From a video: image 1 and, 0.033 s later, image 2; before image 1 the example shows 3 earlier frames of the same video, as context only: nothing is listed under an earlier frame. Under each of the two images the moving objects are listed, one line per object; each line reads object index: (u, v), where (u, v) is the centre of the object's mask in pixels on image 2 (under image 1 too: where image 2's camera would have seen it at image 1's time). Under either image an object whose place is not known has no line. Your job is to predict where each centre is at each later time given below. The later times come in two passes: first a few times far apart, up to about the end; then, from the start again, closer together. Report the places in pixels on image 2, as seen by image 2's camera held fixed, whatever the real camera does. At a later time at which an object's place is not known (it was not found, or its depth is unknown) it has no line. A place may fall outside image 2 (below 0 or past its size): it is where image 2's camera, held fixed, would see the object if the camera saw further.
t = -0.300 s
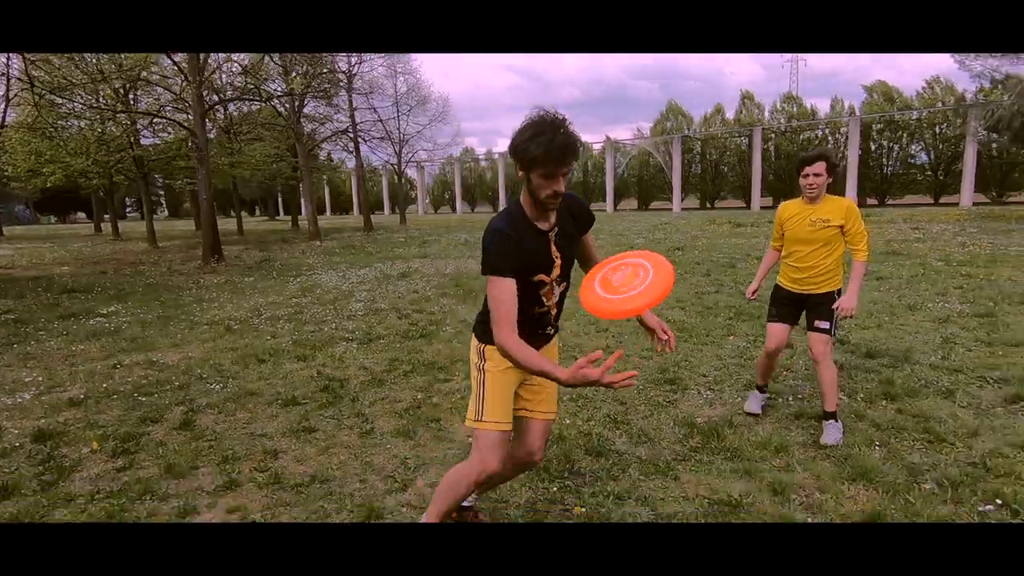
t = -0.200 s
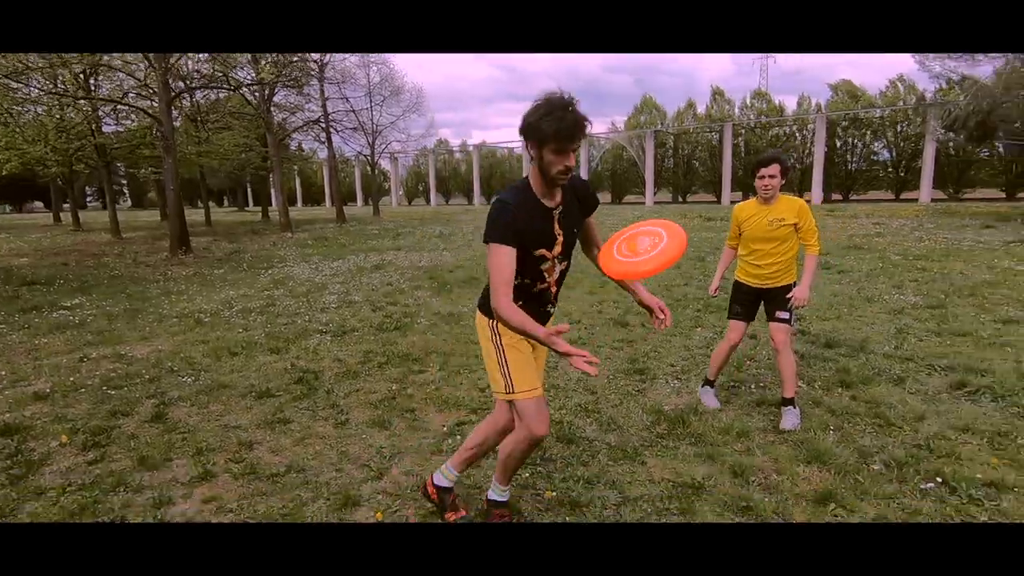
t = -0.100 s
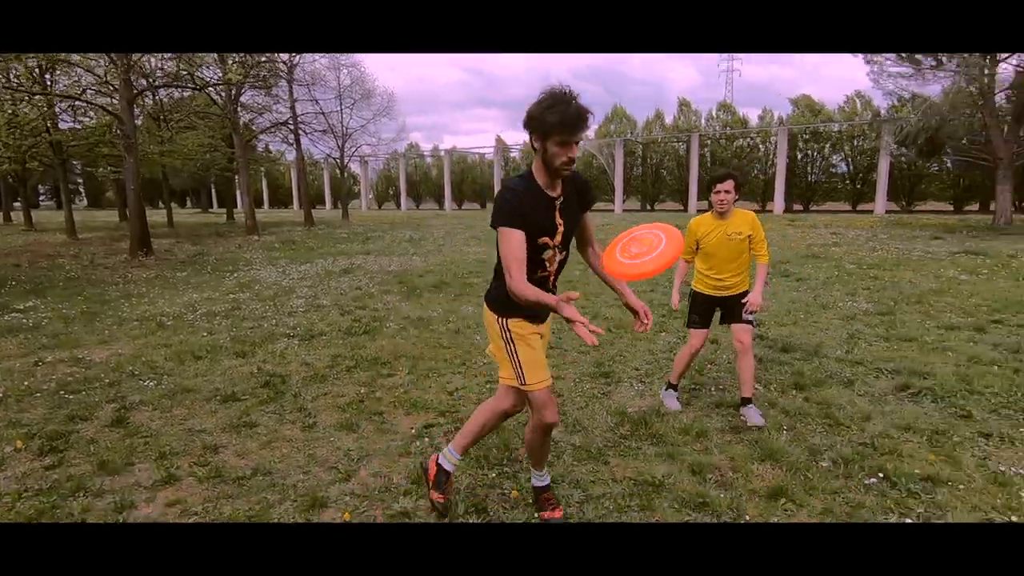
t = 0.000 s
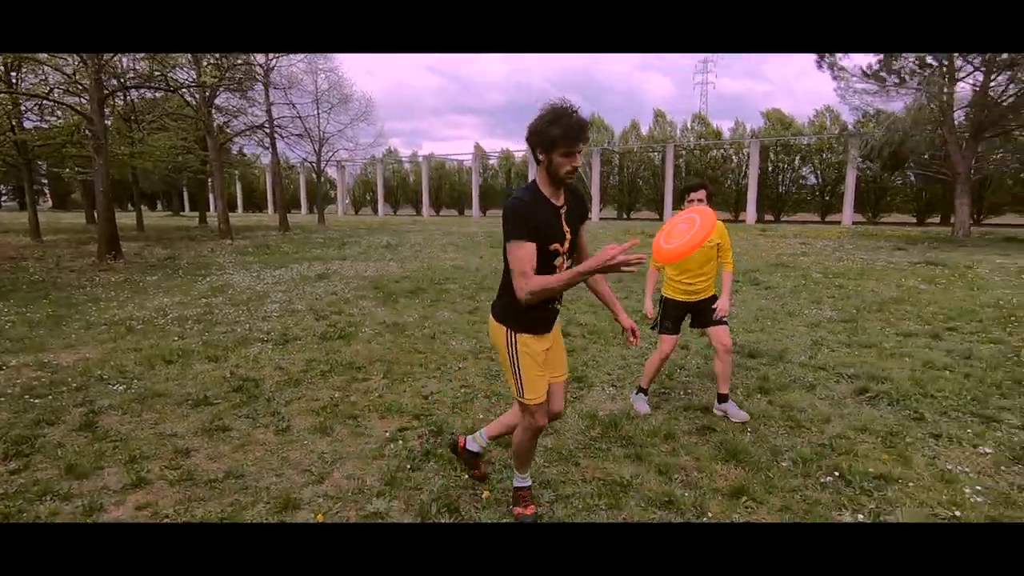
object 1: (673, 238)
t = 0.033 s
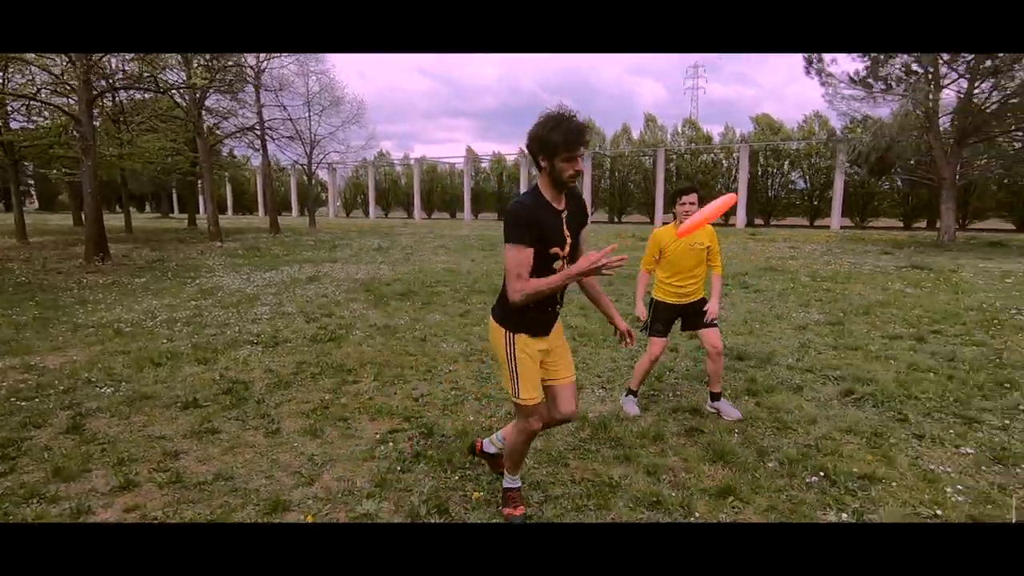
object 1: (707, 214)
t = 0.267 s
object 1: (837, 121)
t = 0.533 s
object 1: (883, 88)
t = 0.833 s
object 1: (888, 91)
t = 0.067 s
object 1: (733, 197)
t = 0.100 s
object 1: (758, 181)
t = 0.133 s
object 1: (779, 165)
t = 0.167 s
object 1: (797, 151)
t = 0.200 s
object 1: (812, 140)
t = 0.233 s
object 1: (824, 131)
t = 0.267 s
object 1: (837, 121)
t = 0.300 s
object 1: (844, 113)
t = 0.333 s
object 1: (853, 107)
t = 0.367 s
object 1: (860, 102)
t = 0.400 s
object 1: (865, 98)
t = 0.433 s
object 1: (870, 94)
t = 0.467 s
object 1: (874, 92)
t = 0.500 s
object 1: (879, 90)
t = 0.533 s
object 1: (883, 88)
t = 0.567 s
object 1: (886, 88)
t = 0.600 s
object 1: (888, 87)
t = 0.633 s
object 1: (890, 86)
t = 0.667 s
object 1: (892, 86)
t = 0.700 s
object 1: (891, 87)
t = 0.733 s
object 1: (892, 86)
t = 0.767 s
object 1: (892, 87)
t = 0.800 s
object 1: (890, 89)
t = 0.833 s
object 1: (888, 91)
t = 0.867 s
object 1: (885, 95)
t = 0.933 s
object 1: (878, 103)
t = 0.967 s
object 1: (874, 108)
